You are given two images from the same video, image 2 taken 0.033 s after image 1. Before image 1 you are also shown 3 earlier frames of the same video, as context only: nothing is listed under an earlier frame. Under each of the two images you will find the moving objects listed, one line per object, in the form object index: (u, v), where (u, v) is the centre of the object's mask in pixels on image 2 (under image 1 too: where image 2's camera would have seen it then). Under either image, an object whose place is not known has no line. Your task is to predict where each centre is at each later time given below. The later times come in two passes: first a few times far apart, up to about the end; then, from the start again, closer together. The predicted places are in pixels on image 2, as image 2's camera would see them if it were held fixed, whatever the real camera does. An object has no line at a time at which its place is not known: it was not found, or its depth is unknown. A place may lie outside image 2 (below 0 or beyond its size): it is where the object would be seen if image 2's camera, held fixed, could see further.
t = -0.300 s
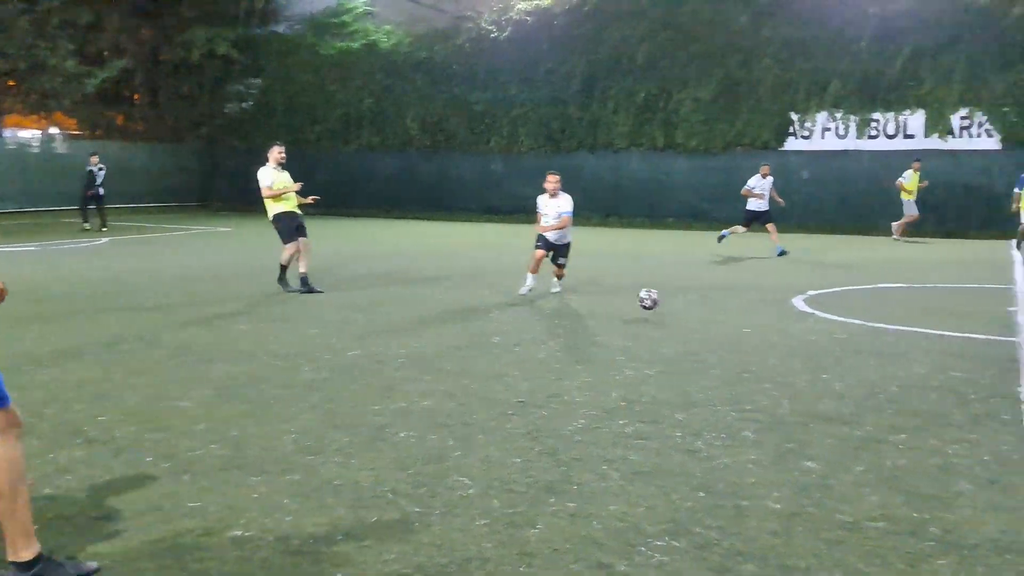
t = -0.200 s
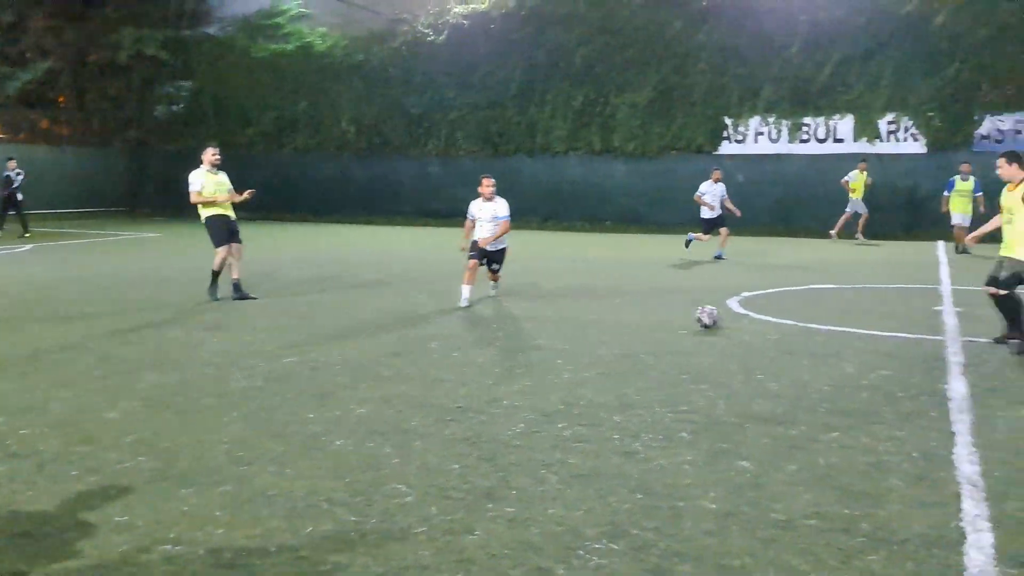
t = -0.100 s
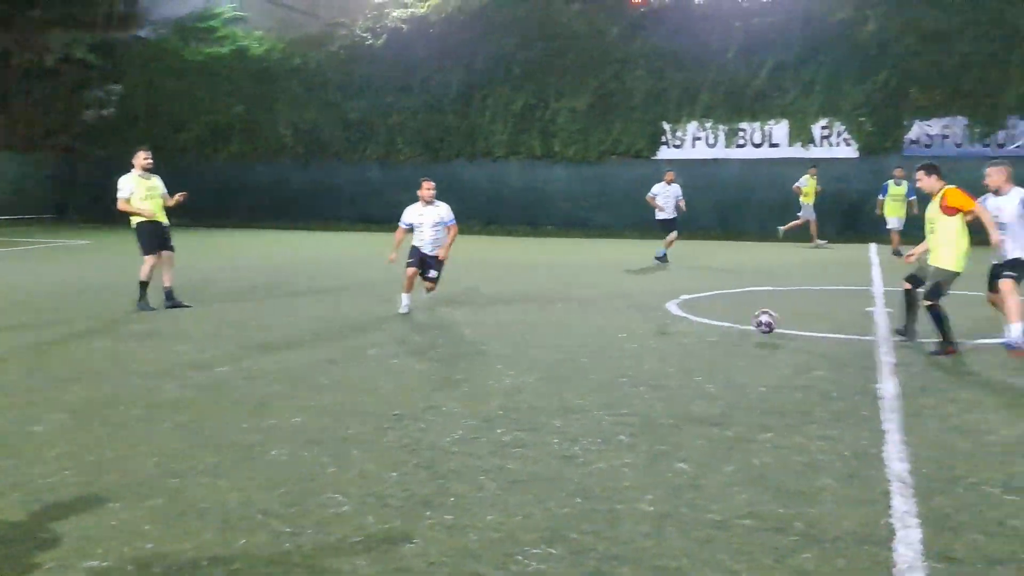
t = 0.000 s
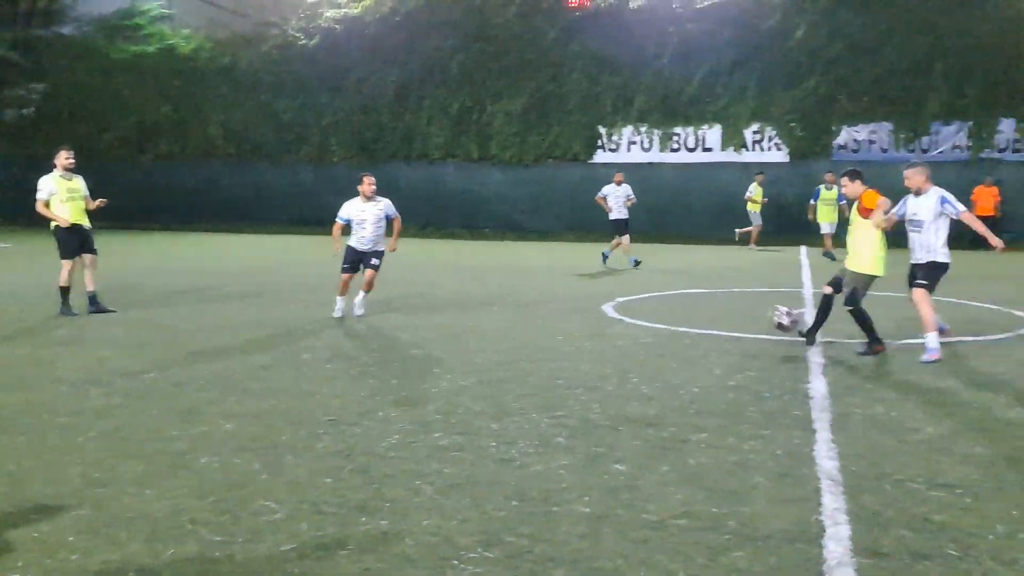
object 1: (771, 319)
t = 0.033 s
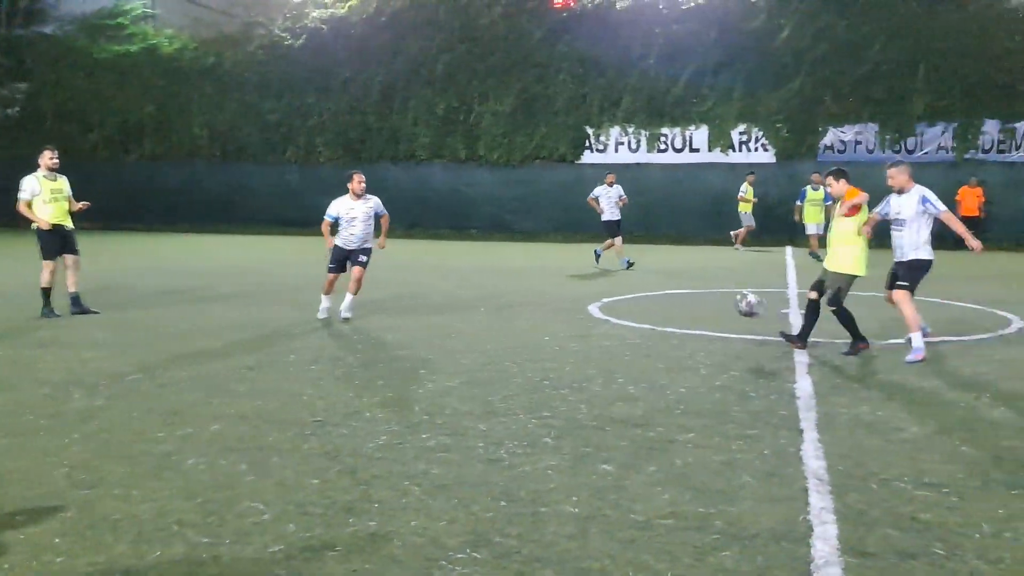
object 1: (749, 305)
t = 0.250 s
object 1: (609, 235)
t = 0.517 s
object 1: (373, 212)
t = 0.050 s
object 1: (743, 299)
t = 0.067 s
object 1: (730, 292)
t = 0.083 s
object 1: (718, 285)
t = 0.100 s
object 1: (711, 280)
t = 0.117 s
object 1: (697, 274)
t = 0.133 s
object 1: (688, 268)
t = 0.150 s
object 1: (679, 263)
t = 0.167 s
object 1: (665, 257)
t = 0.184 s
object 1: (655, 252)
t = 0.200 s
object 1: (646, 248)
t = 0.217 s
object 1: (631, 243)
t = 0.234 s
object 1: (621, 239)
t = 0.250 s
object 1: (609, 235)
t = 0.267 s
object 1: (595, 231)
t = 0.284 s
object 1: (583, 227)
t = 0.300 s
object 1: (570, 224)
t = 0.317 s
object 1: (556, 220)
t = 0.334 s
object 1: (543, 219)
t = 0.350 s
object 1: (530, 217)
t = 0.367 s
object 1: (516, 214)
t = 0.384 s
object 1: (502, 213)
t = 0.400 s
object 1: (487, 212)
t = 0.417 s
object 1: (472, 210)
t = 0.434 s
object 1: (456, 209)
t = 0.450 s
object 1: (439, 209)
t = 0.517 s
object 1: (373, 212)
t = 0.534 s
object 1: (358, 215)
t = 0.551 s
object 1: (340, 218)
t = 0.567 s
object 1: (319, 221)
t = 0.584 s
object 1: (298, 223)
